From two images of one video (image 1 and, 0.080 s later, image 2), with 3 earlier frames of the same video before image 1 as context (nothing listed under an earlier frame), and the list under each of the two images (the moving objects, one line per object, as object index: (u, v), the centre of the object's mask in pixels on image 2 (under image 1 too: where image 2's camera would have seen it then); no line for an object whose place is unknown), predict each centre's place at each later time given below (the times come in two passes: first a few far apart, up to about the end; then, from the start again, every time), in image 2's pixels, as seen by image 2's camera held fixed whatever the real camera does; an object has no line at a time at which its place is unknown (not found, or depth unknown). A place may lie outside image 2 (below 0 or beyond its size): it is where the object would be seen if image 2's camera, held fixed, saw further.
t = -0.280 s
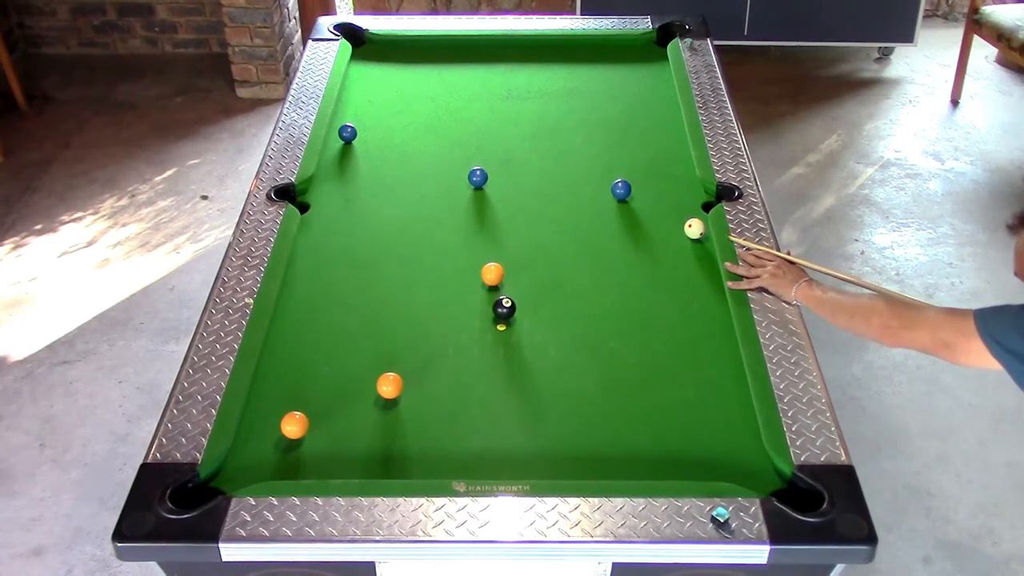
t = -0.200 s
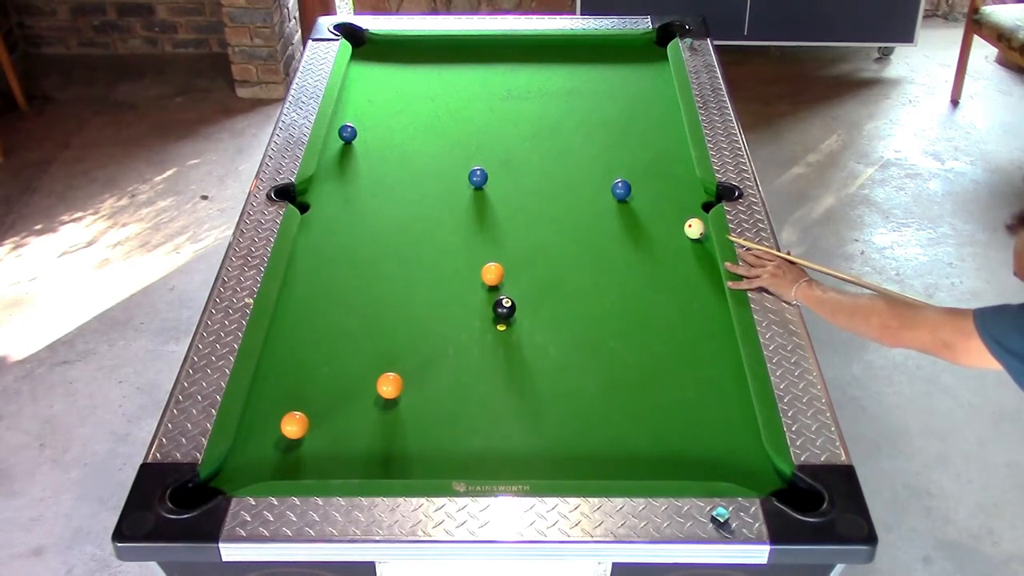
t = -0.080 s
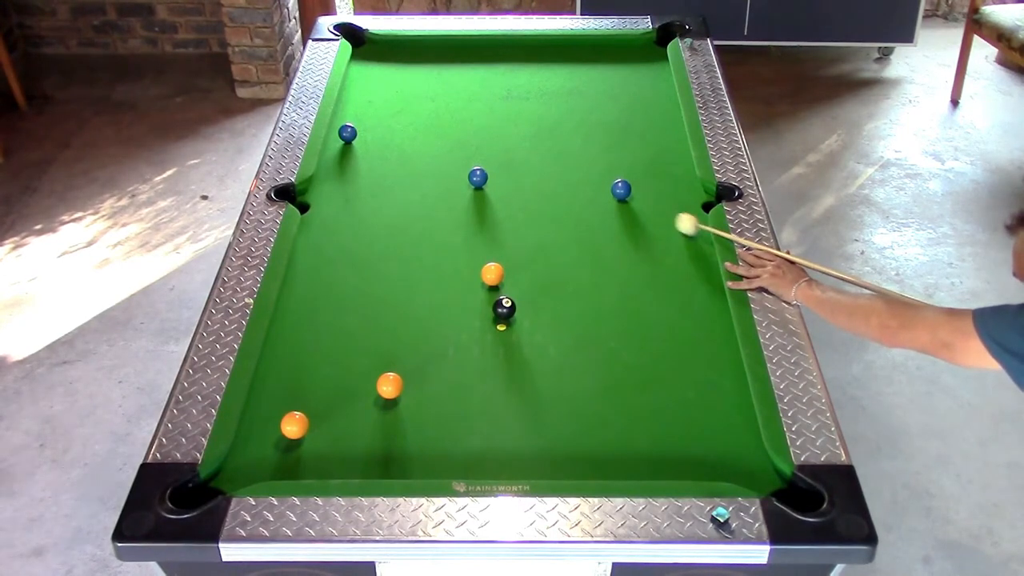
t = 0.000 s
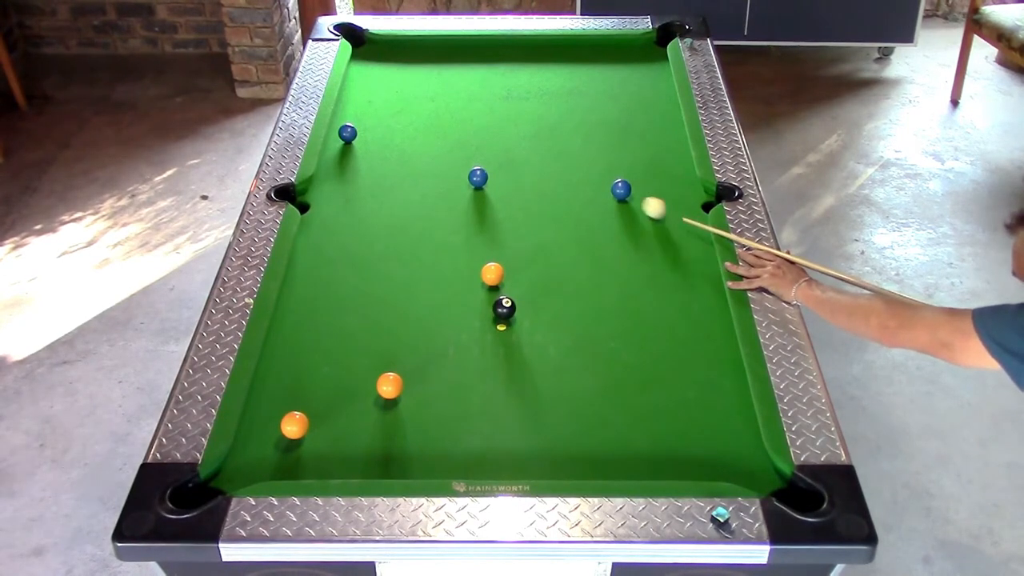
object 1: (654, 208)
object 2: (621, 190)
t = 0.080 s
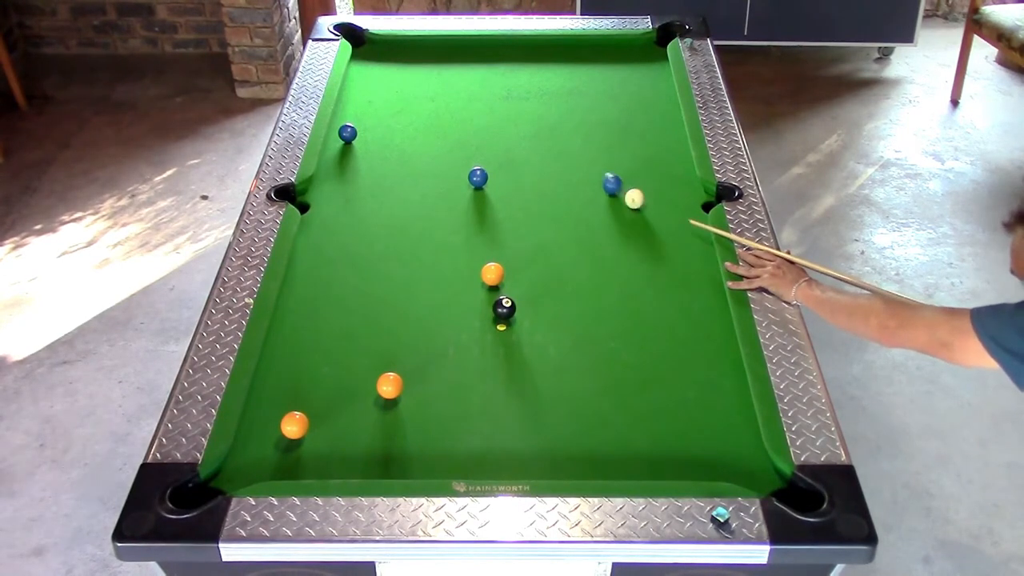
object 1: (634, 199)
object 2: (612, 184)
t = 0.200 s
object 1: (626, 197)
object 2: (584, 167)
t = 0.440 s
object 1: (606, 192)
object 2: (541, 142)
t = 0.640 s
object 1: (592, 189)
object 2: (509, 123)
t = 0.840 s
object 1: (580, 186)
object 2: (479, 106)
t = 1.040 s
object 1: (570, 183)
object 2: (453, 90)
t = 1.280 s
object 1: (560, 181)
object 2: (423, 73)
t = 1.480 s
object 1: (554, 179)
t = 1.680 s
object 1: (550, 178)
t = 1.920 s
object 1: (547, 177)
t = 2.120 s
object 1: (546, 177)
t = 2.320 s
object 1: (547, 177)
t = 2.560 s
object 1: (547, 177)
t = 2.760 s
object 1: (547, 177)
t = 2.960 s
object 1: (547, 178)
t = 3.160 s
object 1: (547, 177)
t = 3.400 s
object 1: (547, 178)
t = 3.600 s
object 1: (547, 178)
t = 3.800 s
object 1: (547, 177)
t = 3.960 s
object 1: (547, 177)
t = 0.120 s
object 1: (632, 199)
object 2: (601, 178)
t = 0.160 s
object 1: (630, 198)
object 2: (592, 172)
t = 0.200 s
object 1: (626, 197)
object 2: (584, 167)
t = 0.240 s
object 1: (622, 196)
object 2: (577, 163)
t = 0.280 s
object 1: (619, 196)
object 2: (569, 158)
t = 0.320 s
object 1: (616, 195)
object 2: (562, 154)
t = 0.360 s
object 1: (612, 194)
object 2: (555, 150)
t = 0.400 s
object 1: (610, 193)
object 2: (548, 146)
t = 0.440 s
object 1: (606, 192)
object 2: (541, 142)
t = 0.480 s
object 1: (604, 192)
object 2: (534, 138)
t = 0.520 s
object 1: (601, 191)
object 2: (528, 134)
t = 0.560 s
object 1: (598, 190)
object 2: (521, 130)
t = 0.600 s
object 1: (595, 189)
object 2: (515, 127)
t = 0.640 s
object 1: (592, 189)
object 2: (509, 123)
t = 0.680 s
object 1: (590, 188)
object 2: (503, 119)
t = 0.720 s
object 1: (587, 187)
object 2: (497, 116)
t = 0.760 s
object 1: (585, 187)
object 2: (491, 112)
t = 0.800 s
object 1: (583, 186)
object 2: (485, 109)
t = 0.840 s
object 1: (580, 186)
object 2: (479, 106)
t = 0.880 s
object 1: (578, 185)
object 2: (474, 102)
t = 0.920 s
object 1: (576, 185)
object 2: (468, 99)
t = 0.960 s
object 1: (574, 184)
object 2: (463, 96)
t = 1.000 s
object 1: (572, 184)
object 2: (458, 93)
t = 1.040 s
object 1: (570, 183)
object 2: (453, 90)
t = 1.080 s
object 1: (568, 183)
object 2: (447, 87)
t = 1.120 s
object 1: (567, 182)
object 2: (442, 84)
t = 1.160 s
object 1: (565, 182)
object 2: (437, 81)
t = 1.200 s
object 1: (563, 181)
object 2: (433, 78)
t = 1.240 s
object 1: (562, 181)
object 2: (428, 76)
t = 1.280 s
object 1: (560, 181)
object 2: (423, 73)
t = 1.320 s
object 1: (559, 180)
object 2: (418, 70)
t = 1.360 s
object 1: (558, 180)
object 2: (414, 67)
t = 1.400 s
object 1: (557, 180)
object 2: (409, 65)
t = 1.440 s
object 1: (555, 179)
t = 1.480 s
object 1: (554, 179)
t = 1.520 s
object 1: (553, 179)
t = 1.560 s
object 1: (552, 179)
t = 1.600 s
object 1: (552, 178)
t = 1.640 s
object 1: (551, 178)
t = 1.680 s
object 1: (550, 178)
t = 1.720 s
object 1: (549, 178)
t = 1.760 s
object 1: (549, 177)
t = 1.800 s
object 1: (548, 177)
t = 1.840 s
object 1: (548, 177)
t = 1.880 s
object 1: (547, 177)
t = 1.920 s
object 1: (547, 177)
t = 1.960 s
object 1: (546, 177)
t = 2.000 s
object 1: (546, 177)
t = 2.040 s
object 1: (546, 177)
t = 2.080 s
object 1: (546, 177)
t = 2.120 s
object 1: (546, 177)
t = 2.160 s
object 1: (546, 177)
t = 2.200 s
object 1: (547, 177)
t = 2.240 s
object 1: (547, 177)
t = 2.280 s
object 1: (547, 177)
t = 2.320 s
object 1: (547, 177)
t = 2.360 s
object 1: (547, 177)
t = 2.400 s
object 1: (547, 177)
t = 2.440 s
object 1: (547, 177)
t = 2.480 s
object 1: (547, 177)
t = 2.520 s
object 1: (547, 177)
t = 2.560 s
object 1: (547, 177)
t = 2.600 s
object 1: (547, 177)
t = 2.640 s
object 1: (547, 177)
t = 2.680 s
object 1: (547, 177)
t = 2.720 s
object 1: (547, 177)
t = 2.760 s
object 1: (547, 177)
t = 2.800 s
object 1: (547, 177)
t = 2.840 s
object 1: (547, 177)
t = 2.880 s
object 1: (547, 177)
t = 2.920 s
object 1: (547, 177)
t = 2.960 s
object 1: (547, 178)
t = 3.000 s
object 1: (547, 178)
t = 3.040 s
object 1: (547, 178)
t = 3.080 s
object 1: (547, 177)
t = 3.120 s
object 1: (547, 177)
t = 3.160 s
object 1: (547, 177)
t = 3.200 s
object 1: (547, 177)
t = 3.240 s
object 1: (547, 178)
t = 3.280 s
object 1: (547, 177)
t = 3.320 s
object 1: (547, 177)
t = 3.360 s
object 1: (547, 178)
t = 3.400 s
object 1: (547, 178)
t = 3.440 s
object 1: (547, 178)
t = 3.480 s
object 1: (547, 177)
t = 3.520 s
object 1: (547, 178)
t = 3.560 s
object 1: (547, 178)
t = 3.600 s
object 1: (547, 178)
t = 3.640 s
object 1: (547, 178)
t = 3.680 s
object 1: (547, 178)
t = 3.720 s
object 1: (547, 177)
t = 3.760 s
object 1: (547, 178)
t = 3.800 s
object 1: (547, 177)
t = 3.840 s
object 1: (547, 177)
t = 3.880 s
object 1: (547, 178)
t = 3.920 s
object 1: (547, 177)
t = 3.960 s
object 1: (547, 177)
